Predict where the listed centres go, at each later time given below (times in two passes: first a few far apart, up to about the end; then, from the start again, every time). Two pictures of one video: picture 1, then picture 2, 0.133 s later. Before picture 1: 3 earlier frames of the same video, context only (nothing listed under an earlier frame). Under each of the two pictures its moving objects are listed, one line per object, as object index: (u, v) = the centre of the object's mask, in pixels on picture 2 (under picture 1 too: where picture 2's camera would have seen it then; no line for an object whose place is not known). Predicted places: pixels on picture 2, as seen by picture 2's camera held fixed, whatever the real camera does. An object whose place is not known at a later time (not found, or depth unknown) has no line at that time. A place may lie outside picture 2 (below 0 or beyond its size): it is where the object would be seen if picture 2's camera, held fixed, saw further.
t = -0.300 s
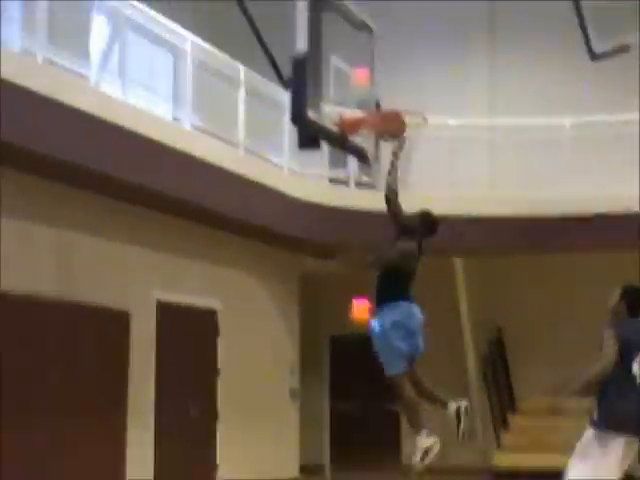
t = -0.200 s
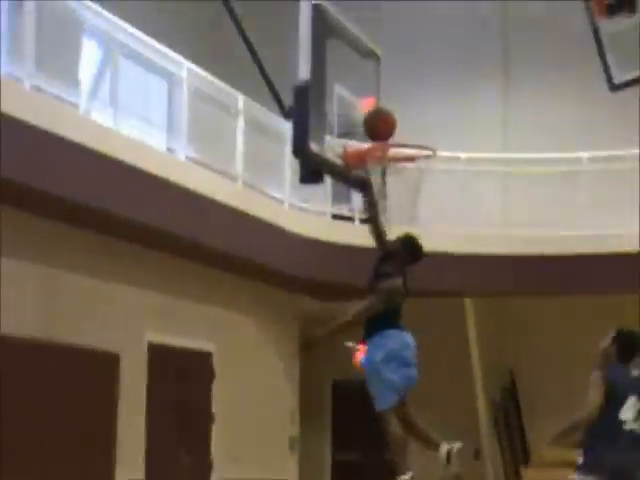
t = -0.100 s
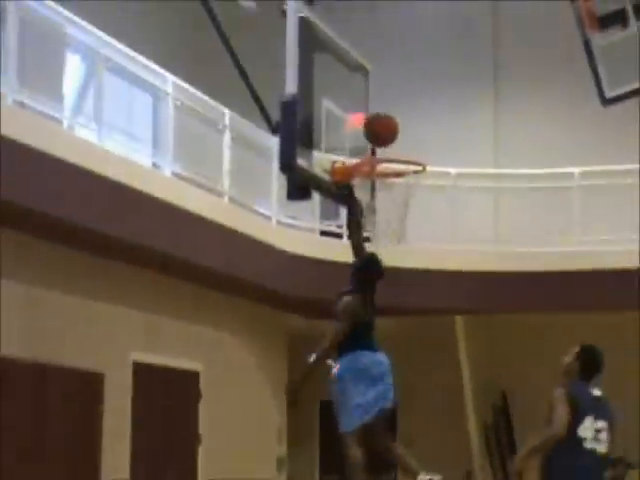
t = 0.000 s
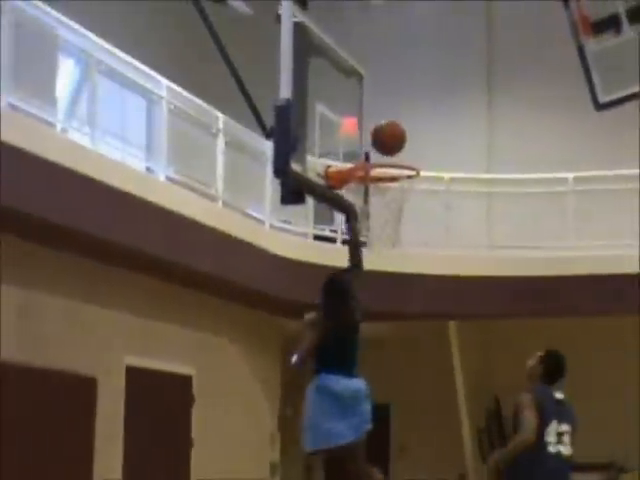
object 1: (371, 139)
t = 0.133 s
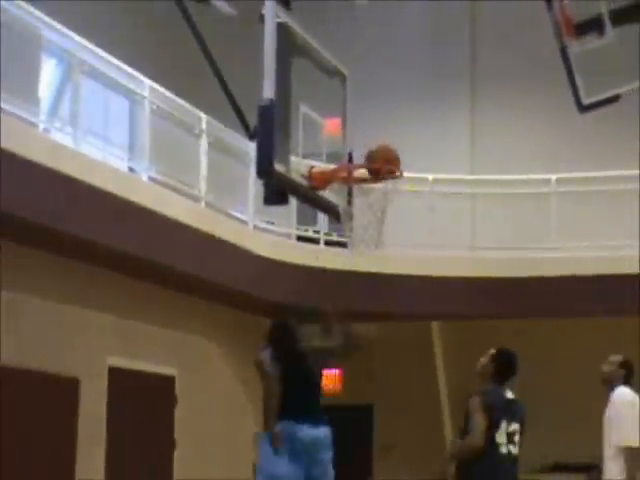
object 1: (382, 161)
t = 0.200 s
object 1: (366, 168)
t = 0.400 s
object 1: (366, 214)
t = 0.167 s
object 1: (373, 163)
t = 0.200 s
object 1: (366, 168)
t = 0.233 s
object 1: (355, 173)
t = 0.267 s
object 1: (349, 179)
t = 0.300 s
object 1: (352, 184)
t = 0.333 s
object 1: (357, 193)
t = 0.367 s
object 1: (361, 202)
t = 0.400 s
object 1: (366, 214)
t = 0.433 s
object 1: (370, 226)
